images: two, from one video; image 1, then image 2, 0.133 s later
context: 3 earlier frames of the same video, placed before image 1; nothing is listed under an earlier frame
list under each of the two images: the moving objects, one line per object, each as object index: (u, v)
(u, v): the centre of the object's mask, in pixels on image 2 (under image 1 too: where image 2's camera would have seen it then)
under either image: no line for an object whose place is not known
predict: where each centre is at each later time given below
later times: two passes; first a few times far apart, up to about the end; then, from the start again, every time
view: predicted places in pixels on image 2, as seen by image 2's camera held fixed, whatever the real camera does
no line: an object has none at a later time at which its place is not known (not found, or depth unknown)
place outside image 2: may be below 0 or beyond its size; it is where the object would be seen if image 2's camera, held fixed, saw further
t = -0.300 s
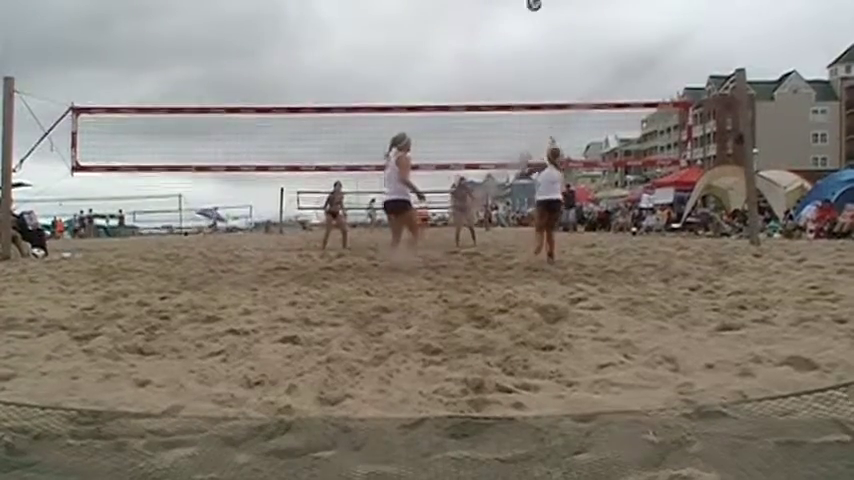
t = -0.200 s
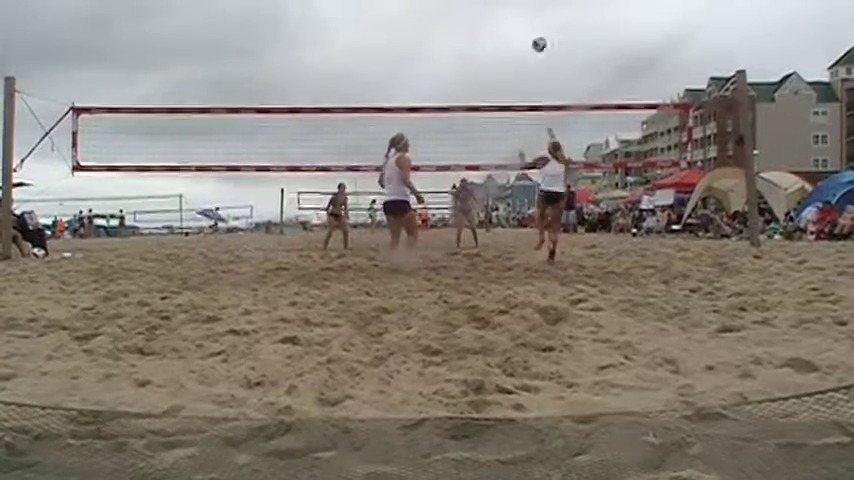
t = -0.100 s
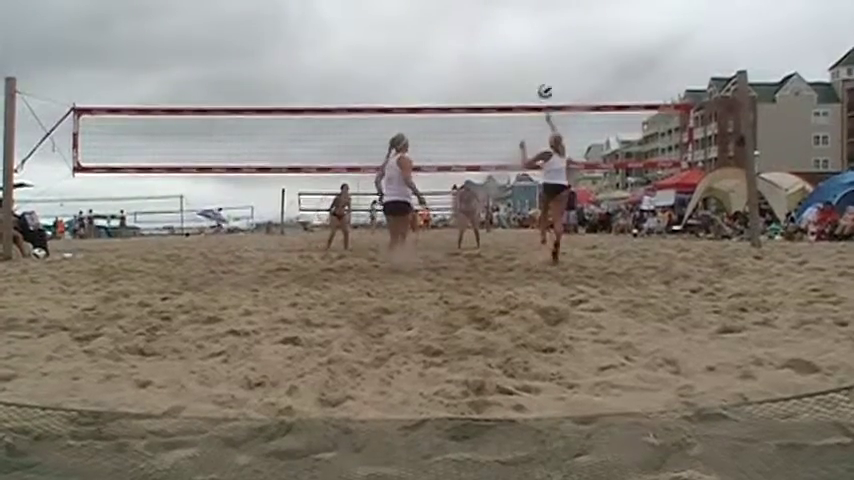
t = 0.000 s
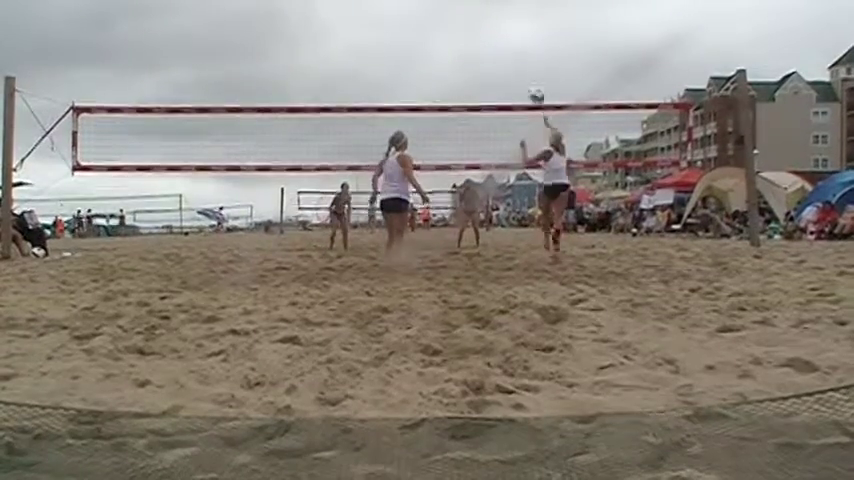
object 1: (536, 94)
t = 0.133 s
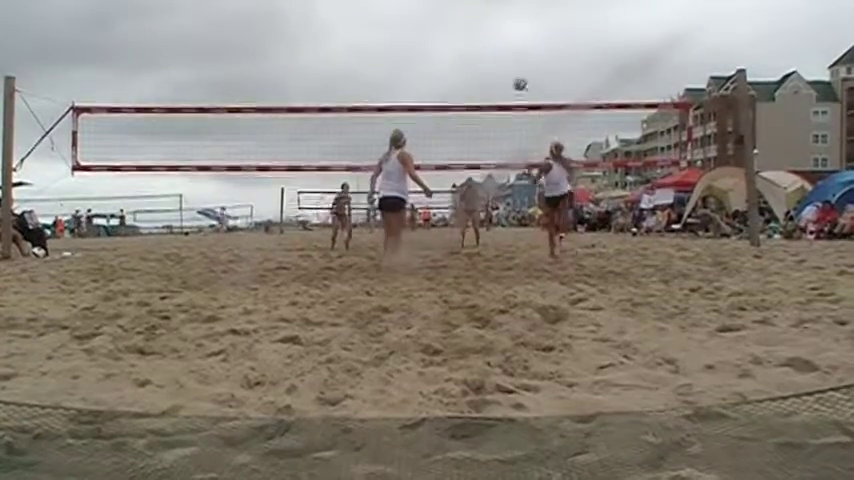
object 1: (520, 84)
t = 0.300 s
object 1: (499, 85)
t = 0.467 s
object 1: (481, 101)
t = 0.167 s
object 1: (516, 83)
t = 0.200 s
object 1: (512, 83)
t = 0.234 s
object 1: (506, 81)
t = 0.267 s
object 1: (503, 83)
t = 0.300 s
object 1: (499, 85)
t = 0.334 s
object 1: (496, 86)
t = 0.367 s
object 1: (492, 90)
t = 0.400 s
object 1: (489, 93)
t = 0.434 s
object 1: (484, 97)
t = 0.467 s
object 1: (481, 101)
